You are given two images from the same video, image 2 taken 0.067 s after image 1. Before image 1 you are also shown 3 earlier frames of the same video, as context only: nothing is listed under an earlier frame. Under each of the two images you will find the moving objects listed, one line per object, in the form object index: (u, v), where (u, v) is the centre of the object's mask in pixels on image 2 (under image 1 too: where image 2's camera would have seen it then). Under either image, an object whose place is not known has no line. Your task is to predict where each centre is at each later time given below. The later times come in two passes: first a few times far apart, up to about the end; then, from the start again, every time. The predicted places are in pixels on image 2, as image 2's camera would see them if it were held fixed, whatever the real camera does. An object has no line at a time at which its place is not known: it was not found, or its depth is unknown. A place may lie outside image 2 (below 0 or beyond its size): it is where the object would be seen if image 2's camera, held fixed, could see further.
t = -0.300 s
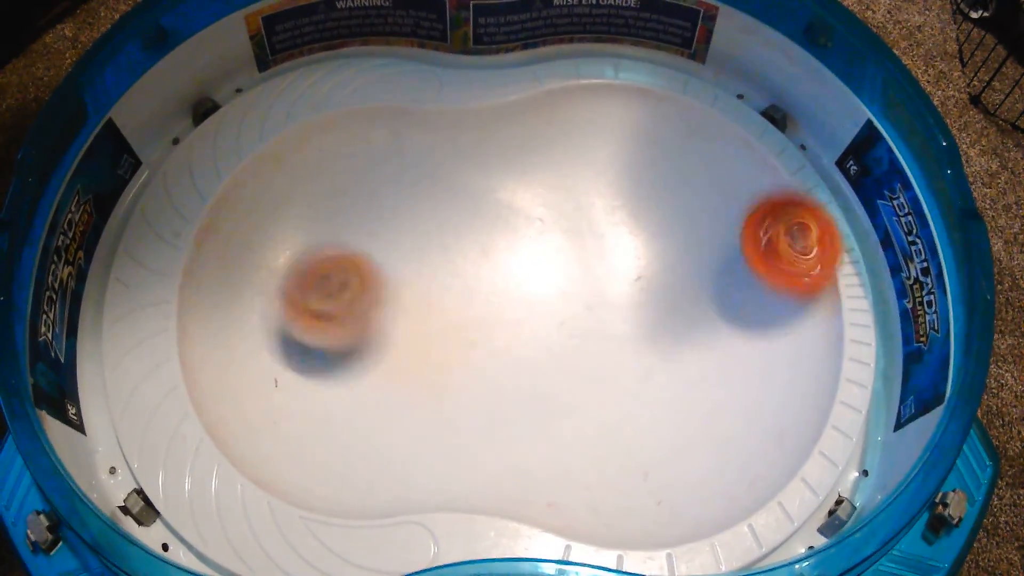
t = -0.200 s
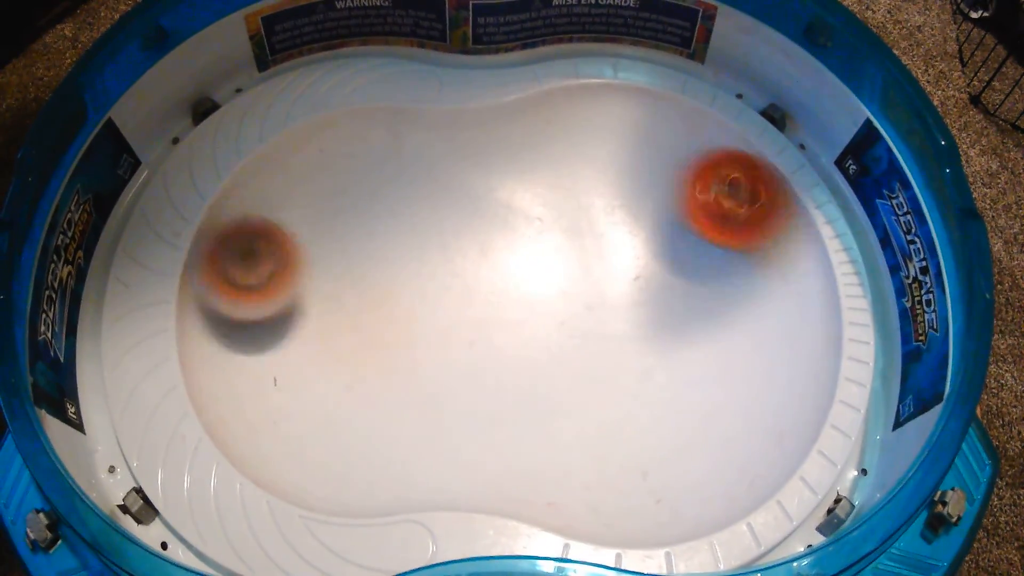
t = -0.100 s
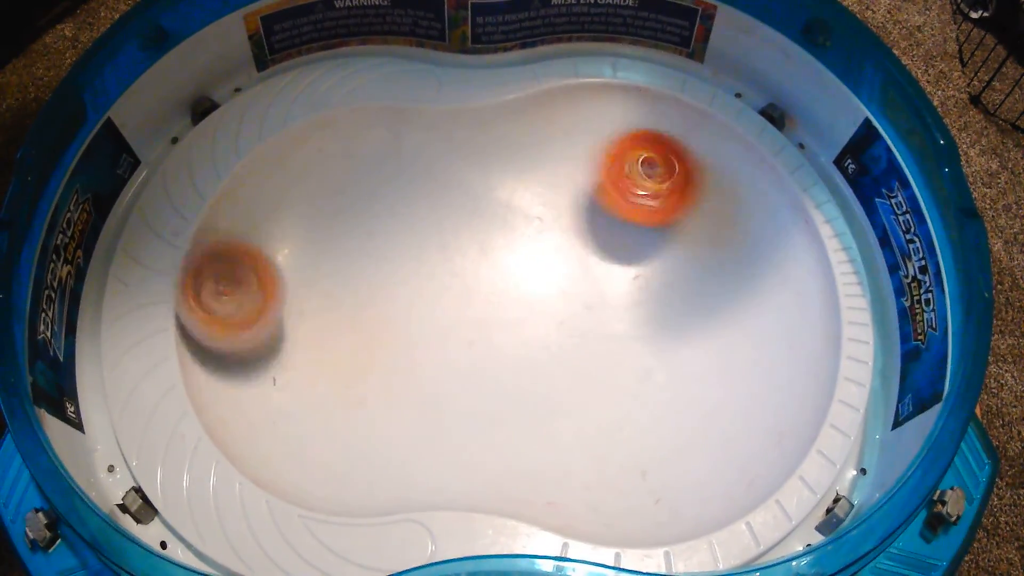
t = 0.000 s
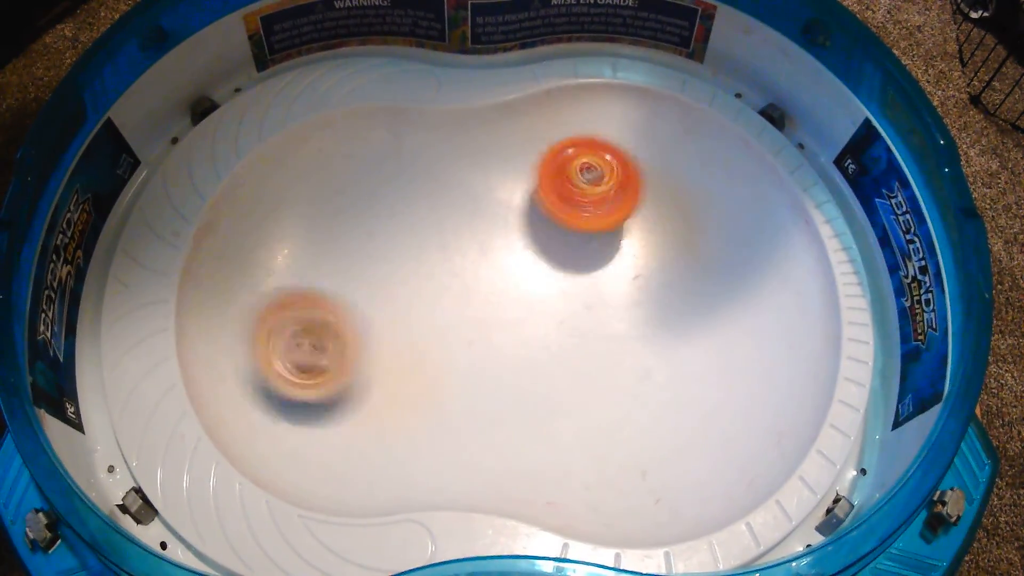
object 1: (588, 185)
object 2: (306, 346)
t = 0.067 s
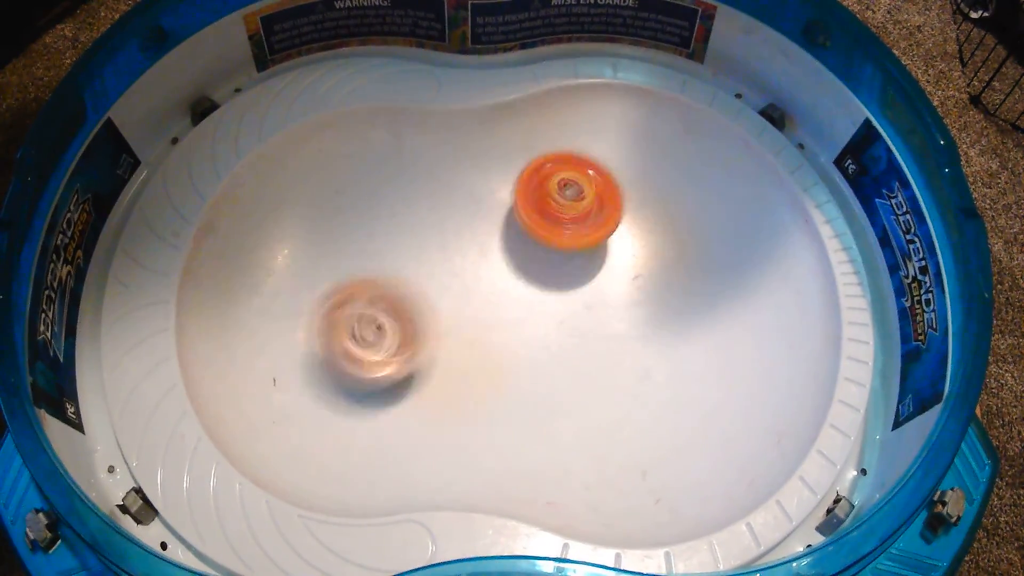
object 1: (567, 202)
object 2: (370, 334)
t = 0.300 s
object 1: (735, 247)
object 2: (334, 193)
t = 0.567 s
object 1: (709, 250)
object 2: (281, 290)
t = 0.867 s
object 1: (625, 405)
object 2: (511, 250)
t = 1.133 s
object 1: (685, 447)
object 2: (657, 195)
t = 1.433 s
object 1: (550, 275)
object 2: (642, 227)
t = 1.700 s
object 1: (357, 143)
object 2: (722, 298)
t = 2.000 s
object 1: (293, 255)
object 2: (614, 336)
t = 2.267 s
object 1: (348, 308)
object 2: (584, 360)
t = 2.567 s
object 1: (382, 353)
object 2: (553, 247)
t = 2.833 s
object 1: (389, 341)
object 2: (478, 242)
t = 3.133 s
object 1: (287, 325)
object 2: (675, 297)
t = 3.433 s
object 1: (389, 251)
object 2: (717, 330)
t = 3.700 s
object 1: (494, 247)
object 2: (610, 331)
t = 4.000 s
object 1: (492, 276)
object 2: (625, 325)
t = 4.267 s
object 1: (479, 277)
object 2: (607, 302)
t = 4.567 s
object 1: (489, 282)
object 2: (615, 309)
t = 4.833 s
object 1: (489, 296)
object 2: (617, 310)
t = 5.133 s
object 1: (495, 291)
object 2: (615, 303)
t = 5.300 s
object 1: (505, 298)
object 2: (617, 304)
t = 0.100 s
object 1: (561, 212)
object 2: (397, 317)
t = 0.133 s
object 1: (554, 223)
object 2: (427, 292)
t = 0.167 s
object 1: (552, 232)
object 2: (442, 269)
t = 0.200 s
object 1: (607, 238)
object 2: (415, 243)
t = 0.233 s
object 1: (664, 245)
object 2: (382, 224)
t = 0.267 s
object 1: (704, 247)
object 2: (358, 205)
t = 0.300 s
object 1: (735, 247)
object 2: (334, 193)
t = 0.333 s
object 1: (759, 245)
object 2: (313, 184)
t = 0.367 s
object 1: (774, 242)
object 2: (299, 180)
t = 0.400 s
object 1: (781, 239)
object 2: (279, 185)
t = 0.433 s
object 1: (779, 237)
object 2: (266, 198)
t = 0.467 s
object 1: (769, 238)
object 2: (258, 217)
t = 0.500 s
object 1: (752, 241)
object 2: (253, 243)
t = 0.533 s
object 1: (731, 245)
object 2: (261, 269)
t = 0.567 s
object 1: (709, 250)
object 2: (281, 290)
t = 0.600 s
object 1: (687, 256)
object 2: (310, 306)
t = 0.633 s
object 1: (666, 264)
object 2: (336, 312)
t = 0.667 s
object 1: (648, 273)
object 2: (371, 309)
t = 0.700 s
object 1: (631, 285)
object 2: (399, 305)
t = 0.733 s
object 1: (618, 298)
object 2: (429, 298)
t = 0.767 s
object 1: (606, 314)
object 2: (458, 291)
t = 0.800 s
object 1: (599, 330)
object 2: (483, 285)
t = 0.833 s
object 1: (608, 363)
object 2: (503, 272)
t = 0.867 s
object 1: (625, 405)
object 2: (511, 250)
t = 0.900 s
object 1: (638, 439)
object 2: (525, 233)
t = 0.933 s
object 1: (651, 467)
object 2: (539, 224)
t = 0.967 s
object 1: (665, 483)
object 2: (557, 219)
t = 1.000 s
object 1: (679, 488)
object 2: (575, 214)
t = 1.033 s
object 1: (688, 486)
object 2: (598, 212)
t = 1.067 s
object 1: (691, 478)
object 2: (618, 209)
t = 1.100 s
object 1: (691, 464)
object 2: (639, 202)
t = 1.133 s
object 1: (685, 447)
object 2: (657, 195)
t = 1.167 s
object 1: (678, 424)
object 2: (668, 188)
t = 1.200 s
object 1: (670, 403)
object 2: (677, 178)
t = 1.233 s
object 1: (658, 383)
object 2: (678, 170)
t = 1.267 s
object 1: (646, 363)
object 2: (674, 164)
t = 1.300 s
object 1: (631, 343)
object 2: (664, 164)
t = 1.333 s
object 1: (614, 325)
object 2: (656, 171)
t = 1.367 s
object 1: (596, 308)
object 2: (647, 185)
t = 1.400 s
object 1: (577, 289)
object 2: (641, 206)
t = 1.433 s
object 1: (550, 275)
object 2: (642, 227)
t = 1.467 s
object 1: (515, 259)
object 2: (655, 244)
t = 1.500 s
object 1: (487, 241)
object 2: (668, 257)
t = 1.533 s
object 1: (461, 222)
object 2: (683, 270)
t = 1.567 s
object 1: (438, 202)
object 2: (693, 279)
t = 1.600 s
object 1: (418, 183)
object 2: (703, 287)
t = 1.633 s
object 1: (398, 167)
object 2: (715, 293)
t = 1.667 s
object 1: (378, 151)
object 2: (719, 297)
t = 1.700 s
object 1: (357, 143)
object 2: (722, 298)
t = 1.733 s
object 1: (333, 145)
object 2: (718, 300)
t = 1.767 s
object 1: (311, 155)
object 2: (713, 300)
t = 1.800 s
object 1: (294, 167)
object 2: (703, 300)
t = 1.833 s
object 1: (283, 182)
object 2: (692, 300)
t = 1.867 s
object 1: (278, 197)
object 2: (674, 305)
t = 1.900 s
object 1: (277, 212)
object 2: (658, 311)
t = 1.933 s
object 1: (281, 228)
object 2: (640, 320)
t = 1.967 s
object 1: (286, 242)
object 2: (626, 326)
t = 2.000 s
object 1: (293, 255)
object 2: (614, 336)
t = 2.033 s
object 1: (302, 266)
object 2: (602, 345)
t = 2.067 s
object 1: (310, 274)
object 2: (594, 354)
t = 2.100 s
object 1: (318, 281)
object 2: (587, 361)
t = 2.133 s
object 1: (324, 287)
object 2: (583, 365)
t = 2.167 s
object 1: (331, 292)
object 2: (580, 369)
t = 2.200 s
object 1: (337, 297)
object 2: (579, 368)
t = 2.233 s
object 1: (343, 302)
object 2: (581, 366)
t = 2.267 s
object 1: (348, 308)
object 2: (584, 360)
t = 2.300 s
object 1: (353, 313)
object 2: (585, 351)
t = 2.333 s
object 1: (358, 319)
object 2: (585, 341)
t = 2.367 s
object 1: (363, 325)
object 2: (585, 326)
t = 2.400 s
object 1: (366, 331)
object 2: (583, 316)
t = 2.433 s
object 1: (370, 336)
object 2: (581, 300)
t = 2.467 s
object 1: (374, 341)
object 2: (577, 285)
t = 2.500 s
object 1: (377, 346)
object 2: (568, 269)
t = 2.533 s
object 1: (379, 350)
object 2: (561, 255)
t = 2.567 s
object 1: (382, 353)
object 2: (553, 247)
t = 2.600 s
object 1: (384, 354)
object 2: (547, 236)
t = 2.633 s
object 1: (386, 354)
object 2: (538, 230)
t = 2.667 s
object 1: (387, 355)
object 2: (528, 225)
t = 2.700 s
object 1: (388, 354)
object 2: (517, 221)
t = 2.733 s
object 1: (388, 354)
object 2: (505, 221)
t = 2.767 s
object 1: (388, 351)
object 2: (494, 226)
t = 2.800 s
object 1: (388, 347)
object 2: (485, 233)
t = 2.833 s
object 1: (389, 341)
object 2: (478, 242)
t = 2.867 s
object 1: (389, 336)
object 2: (476, 253)
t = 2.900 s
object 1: (365, 340)
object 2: (493, 258)
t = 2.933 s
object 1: (332, 344)
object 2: (525, 263)
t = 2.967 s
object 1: (306, 343)
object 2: (552, 264)
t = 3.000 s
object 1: (289, 338)
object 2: (576, 269)
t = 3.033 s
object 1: (283, 333)
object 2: (600, 276)
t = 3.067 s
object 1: (282, 330)
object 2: (625, 285)
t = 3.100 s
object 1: (284, 328)
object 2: (652, 290)
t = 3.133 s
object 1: (287, 325)
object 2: (675, 297)
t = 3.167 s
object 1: (291, 323)
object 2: (694, 301)
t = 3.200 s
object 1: (296, 318)
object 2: (710, 305)
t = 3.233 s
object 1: (303, 313)
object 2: (725, 306)
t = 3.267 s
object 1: (314, 305)
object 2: (736, 310)
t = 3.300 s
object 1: (325, 296)
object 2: (740, 317)
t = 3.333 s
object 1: (339, 284)
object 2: (739, 320)
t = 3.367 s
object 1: (354, 273)
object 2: (735, 323)
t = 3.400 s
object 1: (371, 261)
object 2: (731, 324)
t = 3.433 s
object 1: (389, 251)
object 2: (717, 330)
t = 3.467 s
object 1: (406, 245)
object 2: (703, 331)
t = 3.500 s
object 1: (423, 241)
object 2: (687, 331)
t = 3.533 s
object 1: (438, 241)
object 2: (668, 329)
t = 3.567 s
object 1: (454, 243)
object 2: (649, 327)
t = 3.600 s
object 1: (471, 249)
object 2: (627, 321)
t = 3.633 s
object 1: (489, 257)
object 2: (609, 315)
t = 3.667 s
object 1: (495, 254)
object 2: (605, 319)
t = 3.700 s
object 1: (494, 247)
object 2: (610, 331)
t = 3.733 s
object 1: (495, 247)
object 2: (611, 342)
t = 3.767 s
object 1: (497, 249)
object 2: (613, 349)
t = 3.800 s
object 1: (499, 253)
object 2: (616, 348)
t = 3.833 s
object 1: (499, 258)
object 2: (619, 344)
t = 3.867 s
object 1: (498, 262)
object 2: (621, 341)
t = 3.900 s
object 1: (498, 267)
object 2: (622, 338)
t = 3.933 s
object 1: (495, 271)
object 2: (625, 335)
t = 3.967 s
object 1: (494, 273)
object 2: (625, 330)
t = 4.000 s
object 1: (492, 276)
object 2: (625, 325)
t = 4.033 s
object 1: (489, 278)
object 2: (623, 321)
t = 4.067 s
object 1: (487, 280)
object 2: (620, 317)
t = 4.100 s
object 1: (485, 280)
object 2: (617, 313)
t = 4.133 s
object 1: (482, 280)
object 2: (613, 309)
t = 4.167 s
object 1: (481, 280)
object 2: (611, 302)
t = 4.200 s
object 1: (480, 279)
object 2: (609, 302)
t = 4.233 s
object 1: (479, 277)
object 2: (607, 302)
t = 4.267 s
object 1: (479, 277)
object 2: (607, 302)
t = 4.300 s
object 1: (479, 275)
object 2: (609, 303)
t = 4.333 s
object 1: (480, 274)
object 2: (610, 307)
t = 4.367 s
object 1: (481, 274)
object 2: (614, 309)
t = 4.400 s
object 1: (482, 274)
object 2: (617, 312)
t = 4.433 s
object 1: (484, 274)
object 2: (618, 313)
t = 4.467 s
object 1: (485, 276)
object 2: (618, 313)
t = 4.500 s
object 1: (487, 277)
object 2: (618, 313)
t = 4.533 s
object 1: (488, 280)
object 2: (617, 311)
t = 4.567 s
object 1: (489, 282)
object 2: (615, 309)
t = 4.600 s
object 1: (490, 285)
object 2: (614, 303)
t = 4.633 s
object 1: (491, 288)
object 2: (612, 304)
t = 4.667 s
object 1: (491, 290)
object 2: (612, 303)
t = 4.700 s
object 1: (491, 293)
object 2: (613, 303)
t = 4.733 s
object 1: (489, 294)
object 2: (615, 309)
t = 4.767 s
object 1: (489, 295)
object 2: (618, 306)
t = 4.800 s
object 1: (489, 296)
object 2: (619, 307)
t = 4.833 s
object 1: (489, 296)
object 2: (617, 310)
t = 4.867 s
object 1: (488, 296)
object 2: (616, 304)
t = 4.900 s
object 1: (487, 297)
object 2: (614, 303)
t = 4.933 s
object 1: (486, 295)
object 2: (614, 302)
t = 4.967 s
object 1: (487, 293)
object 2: (616, 303)
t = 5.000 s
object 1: (487, 292)
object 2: (617, 305)
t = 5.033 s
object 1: (489, 291)
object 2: (616, 309)
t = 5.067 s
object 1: (491, 290)
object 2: (617, 304)
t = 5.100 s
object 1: (493, 290)
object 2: (615, 309)
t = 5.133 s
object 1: (495, 291)
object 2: (615, 303)
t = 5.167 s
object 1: (497, 292)
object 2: (615, 303)
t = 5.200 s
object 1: (499, 293)
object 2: (615, 309)
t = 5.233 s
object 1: (501, 293)
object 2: (616, 309)
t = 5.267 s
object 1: (504, 296)
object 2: (618, 304)
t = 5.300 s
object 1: (505, 298)
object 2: (617, 304)
